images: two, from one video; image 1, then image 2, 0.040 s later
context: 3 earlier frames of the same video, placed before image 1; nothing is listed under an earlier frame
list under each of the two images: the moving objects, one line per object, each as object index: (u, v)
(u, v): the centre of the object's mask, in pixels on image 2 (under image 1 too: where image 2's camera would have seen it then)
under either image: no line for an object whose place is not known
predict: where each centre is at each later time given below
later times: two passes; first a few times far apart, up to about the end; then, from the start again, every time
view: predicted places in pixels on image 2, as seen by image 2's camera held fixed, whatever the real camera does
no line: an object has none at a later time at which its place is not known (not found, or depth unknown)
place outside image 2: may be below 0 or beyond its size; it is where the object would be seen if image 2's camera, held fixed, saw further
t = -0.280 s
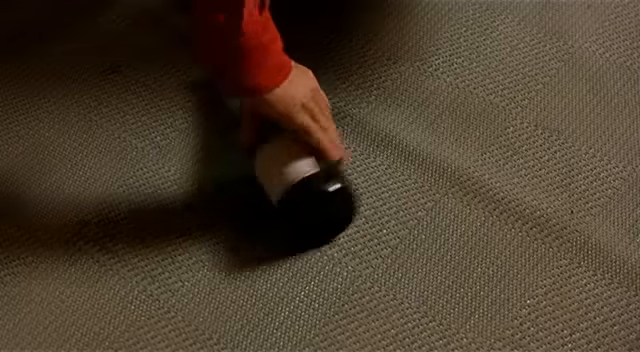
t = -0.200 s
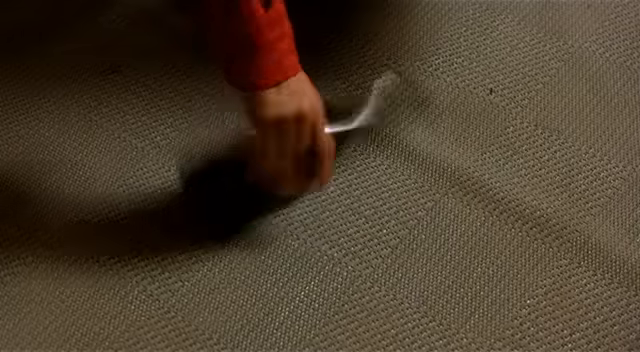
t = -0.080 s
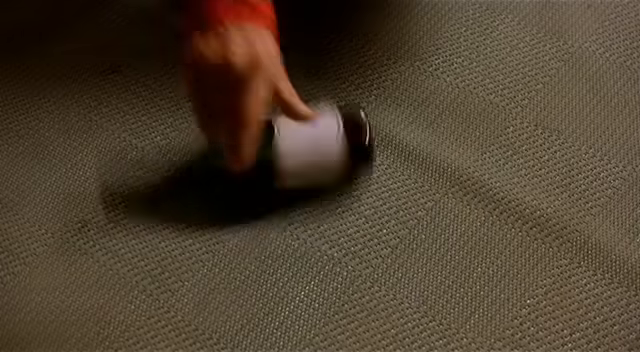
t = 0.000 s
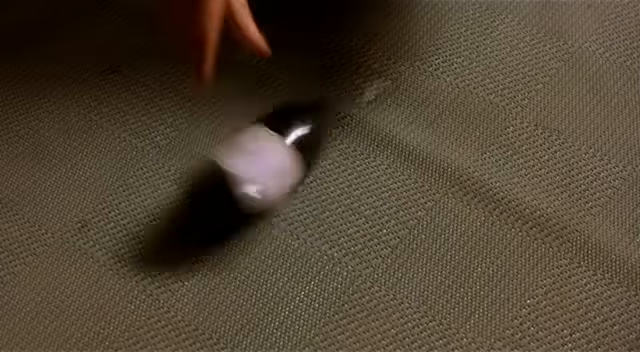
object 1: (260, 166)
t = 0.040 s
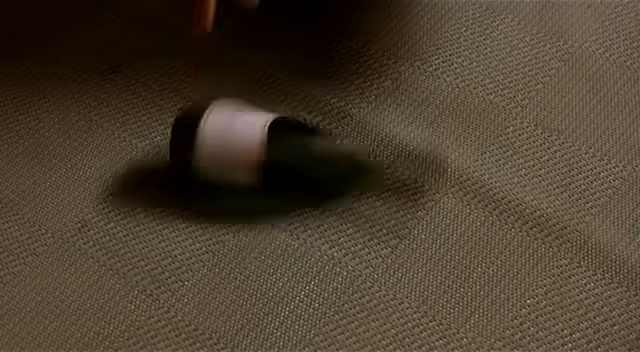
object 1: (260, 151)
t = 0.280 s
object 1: (260, 148)
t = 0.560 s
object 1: (261, 171)
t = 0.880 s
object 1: (280, 170)
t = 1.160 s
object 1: (278, 171)
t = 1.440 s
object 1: (267, 183)
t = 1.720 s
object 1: (277, 161)
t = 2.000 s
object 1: (263, 193)
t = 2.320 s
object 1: (280, 174)
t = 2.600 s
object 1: (297, 160)
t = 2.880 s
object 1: (285, 168)
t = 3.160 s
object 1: (295, 163)
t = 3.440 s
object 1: (305, 152)
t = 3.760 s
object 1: (299, 155)
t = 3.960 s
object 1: (300, 157)
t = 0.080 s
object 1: (255, 169)
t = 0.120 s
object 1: (267, 156)
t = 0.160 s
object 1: (275, 168)
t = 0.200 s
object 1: (255, 179)
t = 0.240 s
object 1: (258, 158)
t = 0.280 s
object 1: (260, 148)
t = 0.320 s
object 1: (257, 164)
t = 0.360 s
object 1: (273, 160)
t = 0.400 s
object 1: (275, 174)
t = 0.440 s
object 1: (258, 178)
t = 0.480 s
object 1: (275, 158)
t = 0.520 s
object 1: (265, 152)
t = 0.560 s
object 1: (261, 171)
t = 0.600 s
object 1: (277, 163)
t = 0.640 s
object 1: (281, 173)
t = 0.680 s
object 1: (262, 190)
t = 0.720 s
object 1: (273, 167)
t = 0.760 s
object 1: (271, 158)
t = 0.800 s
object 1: (265, 168)
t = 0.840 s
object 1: (275, 166)
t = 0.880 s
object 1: (280, 170)
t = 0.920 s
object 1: (283, 182)
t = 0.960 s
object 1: (269, 187)
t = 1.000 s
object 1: (284, 164)
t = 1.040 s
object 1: (274, 166)
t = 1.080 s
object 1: (267, 168)
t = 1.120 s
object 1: (271, 176)
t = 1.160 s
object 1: (278, 171)
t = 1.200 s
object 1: (285, 178)
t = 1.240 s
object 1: (271, 177)
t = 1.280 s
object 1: (273, 182)
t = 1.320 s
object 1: (281, 168)
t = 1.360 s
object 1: (275, 170)
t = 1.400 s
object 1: (267, 170)
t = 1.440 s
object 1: (267, 183)
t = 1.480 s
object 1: (278, 170)
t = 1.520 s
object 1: (272, 175)
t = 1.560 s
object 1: (279, 182)
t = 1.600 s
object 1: (268, 184)
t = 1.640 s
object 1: (272, 177)
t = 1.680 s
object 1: (286, 166)
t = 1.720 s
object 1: (277, 161)
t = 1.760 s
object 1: (270, 177)
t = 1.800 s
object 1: (266, 187)
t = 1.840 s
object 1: (273, 176)
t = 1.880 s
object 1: (268, 174)
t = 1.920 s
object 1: (290, 171)
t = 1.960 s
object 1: (271, 180)
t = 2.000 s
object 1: (263, 193)
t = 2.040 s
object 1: (268, 177)
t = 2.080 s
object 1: (287, 161)
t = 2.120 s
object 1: (285, 161)
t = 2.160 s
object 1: (277, 159)
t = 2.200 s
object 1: (270, 181)
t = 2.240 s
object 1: (273, 180)
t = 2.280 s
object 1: (283, 172)
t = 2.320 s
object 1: (280, 174)
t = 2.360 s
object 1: (296, 170)
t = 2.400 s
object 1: (299, 180)
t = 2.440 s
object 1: (278, 177)
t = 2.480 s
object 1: (279, 179)
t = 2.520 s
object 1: (286, 167)
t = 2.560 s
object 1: (292, 158)
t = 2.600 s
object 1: (297, 160)
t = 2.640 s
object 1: (287, 160)
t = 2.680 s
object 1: (285, 159)
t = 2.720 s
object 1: (289, 157)
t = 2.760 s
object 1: (289, 169)
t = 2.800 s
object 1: (279, 175)
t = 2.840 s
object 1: (283, 172)
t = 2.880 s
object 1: (285, 168)
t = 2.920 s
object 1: (296, 160)
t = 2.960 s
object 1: (298, 159)
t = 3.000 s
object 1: (301, 160)
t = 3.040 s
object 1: (302, 162)
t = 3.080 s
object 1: (300, 163)
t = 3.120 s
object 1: (303, 173)
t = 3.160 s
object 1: (295, 163)
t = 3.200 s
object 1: (292, 169)
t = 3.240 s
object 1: (284, 170)
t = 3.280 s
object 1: (287, 165)
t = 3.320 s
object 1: (292, 156)
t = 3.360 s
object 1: (300, 152)
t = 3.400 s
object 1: (304, 151)
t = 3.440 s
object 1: (305, 152)
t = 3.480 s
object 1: (305, 153)
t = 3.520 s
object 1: (303, 153)
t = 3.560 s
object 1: (301, 154)
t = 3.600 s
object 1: (301, 154)
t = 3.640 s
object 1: (301, 154)
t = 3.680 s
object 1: (300, 155)
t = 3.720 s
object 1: (299, 155)
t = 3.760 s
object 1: (299, 155)
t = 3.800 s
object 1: (300, 156)
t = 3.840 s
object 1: (300, 157)
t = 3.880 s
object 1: (300, 157)
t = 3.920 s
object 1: (300, 157)
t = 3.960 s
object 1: (300, 157)
